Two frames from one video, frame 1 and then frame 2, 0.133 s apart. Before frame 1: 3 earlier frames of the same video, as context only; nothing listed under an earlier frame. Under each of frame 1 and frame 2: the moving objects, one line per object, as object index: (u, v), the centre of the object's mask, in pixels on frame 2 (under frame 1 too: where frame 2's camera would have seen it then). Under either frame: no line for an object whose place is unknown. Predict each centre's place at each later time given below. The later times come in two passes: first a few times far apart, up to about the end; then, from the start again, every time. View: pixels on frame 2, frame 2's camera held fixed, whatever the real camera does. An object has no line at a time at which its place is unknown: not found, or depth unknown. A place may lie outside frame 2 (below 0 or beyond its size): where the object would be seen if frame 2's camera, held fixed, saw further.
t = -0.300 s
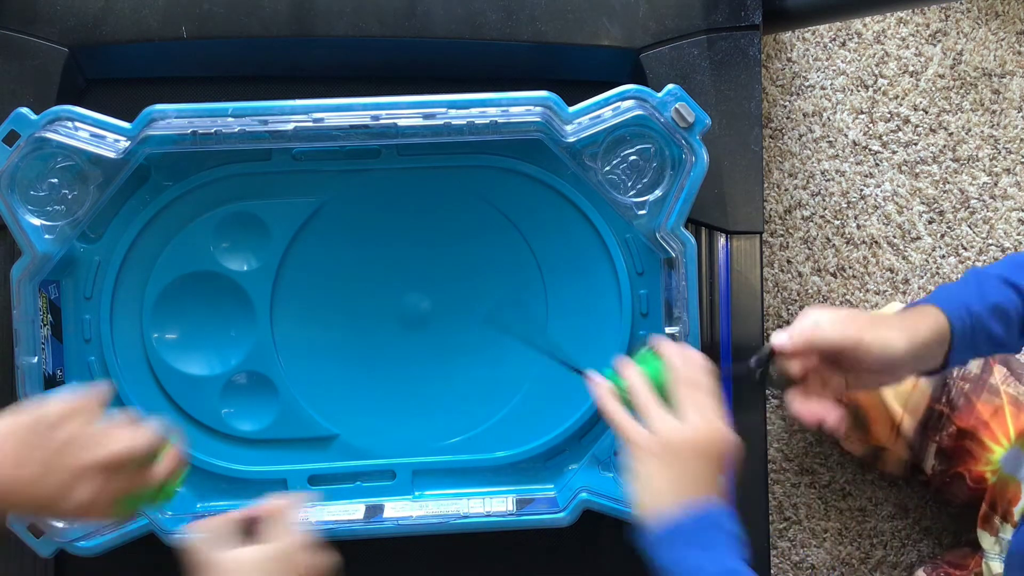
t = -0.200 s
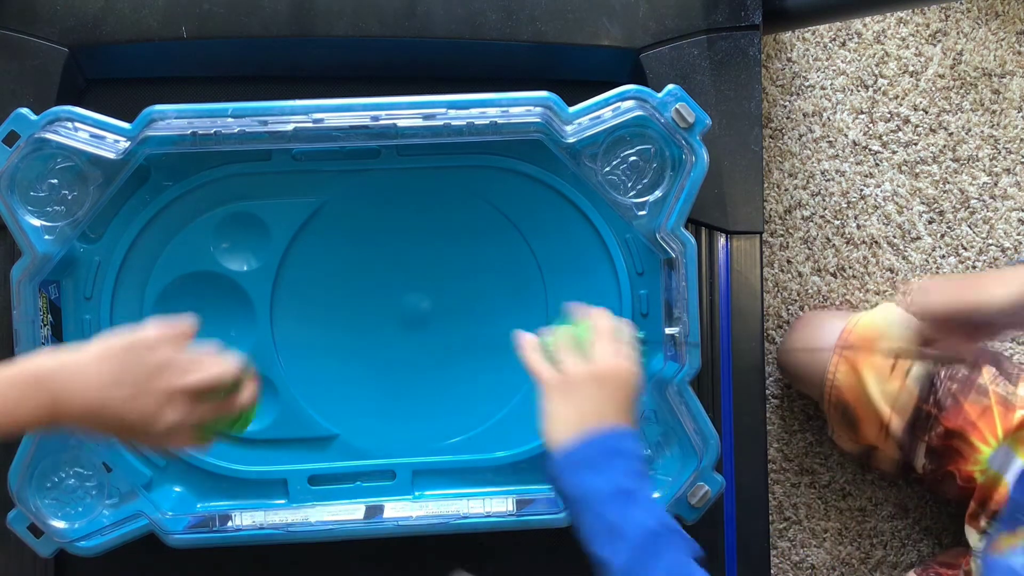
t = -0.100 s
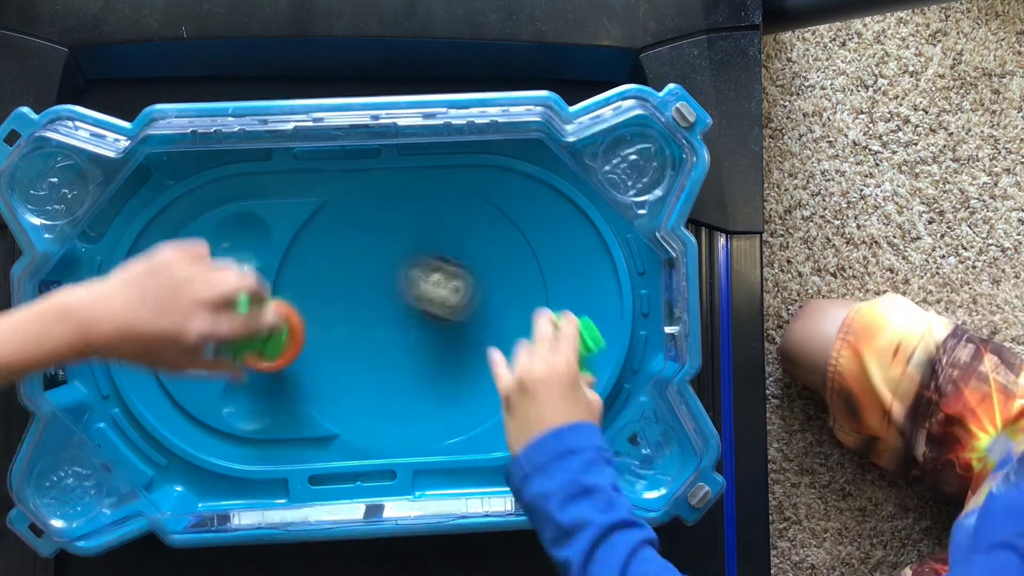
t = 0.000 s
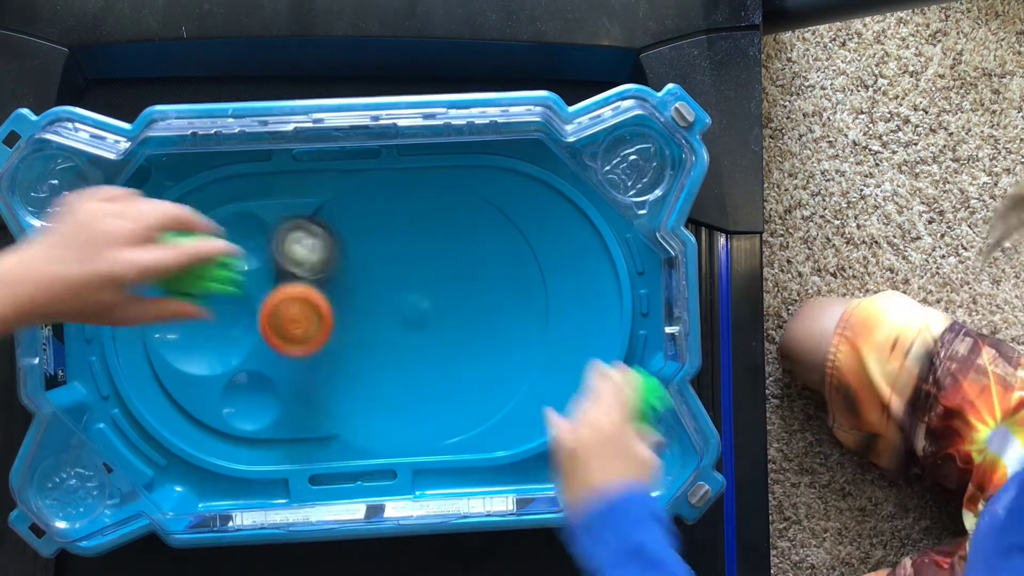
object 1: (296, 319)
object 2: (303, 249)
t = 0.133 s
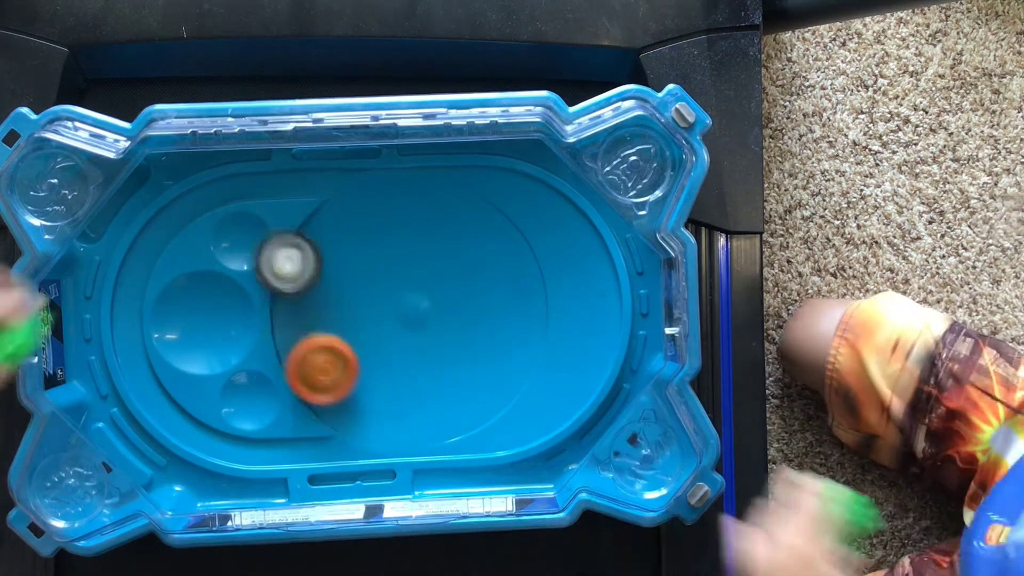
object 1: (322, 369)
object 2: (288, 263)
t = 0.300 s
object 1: (392, 398)
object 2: (327, 343)
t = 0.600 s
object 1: (513, 349)
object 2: (390, 449)
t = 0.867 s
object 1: (520, 382)
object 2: (425, 363)
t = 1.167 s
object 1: (422, 422)
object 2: (328, 337)
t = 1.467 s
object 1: (437, 417)
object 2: (305, 377)
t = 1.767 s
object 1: (431, 408)
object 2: (345, 371)
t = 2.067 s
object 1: (427, 379)
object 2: (369, 290)
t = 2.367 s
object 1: (452, 374)
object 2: (340, 346)
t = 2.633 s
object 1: (527, 356)
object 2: (400, 385)
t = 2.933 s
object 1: (475, 365)
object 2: (426, 310)
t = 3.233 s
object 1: (440, 387)
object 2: (372, 271)
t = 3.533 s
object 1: (409, 348)
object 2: (331, 409)
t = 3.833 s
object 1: (421, 336)
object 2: (518, 377)
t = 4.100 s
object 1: (404, 338)
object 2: (438, 215)
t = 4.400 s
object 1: (391, 349)
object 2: (294, 371)
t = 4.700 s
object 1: (389, 361)
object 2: (496, 424)
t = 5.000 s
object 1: (385, 375)
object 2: (469, 248)
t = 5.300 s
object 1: (398, 381)
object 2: (307, 347)
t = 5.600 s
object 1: (488, 328)
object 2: (383, 451)
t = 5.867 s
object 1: (485, 341)
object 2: (416, 388)
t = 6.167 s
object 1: (464, 367)
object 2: (318, 401)
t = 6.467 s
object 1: (452, 364)
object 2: (359, 380)
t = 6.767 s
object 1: (457, 335)
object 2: (335, 393)
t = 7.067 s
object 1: (499, 287)
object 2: (327, 406)
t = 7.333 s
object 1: (462, 333)
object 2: (389, 388)
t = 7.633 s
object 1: (582, 255)
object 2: (223, 404)
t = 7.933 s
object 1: (463, 341)
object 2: (144, 381)
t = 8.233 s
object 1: (320, 380)
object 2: (131, 363)
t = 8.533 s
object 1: (287, 335)
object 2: (148, 391)
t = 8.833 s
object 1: (379, 324)
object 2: (207, 449)
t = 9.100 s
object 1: (397, 337)
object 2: (304, 454)
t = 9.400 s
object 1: (402, 339)
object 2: (384, 452)
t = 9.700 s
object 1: (403, 339)
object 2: (473, 404)
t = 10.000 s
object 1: (403, 342)
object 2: (477, 319)
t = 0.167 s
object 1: (335, 379)
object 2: (294, 275)
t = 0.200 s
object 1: (349, 387)
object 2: (302, 291)
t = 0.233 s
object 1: (363, 392)
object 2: (309, 307)
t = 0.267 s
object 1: (378, 396)
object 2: (318, 324)
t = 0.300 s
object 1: (392, 398)
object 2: (327, 343)
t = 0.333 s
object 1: (406, 399)
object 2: (335, 361)
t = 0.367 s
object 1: (418, 398)
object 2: (343, 378)
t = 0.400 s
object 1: (428, 396)
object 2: (353, 395)
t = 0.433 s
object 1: (437, 394)
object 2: (363, 408)
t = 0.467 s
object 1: (446, 390)
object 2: (373, 421)
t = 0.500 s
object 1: (468, 378)
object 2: (375, 437)
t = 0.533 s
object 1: (486, 366)
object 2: (378, 450)
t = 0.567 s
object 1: (501, 356)
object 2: (383, 451)
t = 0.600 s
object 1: (513, 349)
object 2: (390, 449)
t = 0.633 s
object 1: (521, 345)
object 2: (398, 445)
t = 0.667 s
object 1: (526, 344)
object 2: (407, 438)
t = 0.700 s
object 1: (527, 345)
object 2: (417, 430)
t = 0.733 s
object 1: (526, 350)
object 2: (427, 421)
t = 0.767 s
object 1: (521, 357)
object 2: (435, 407)
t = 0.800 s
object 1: (514, 366)
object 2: (442, 393)
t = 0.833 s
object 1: (516, 374)
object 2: (436, 377)
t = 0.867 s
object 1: (520, 382)
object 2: (425, 363)
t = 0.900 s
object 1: (518, 390)
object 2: (412, 351)
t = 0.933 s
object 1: (510, 399)
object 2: (398, 341)
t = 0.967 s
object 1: (498, 408)
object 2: (385, 333)
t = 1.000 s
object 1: (484, 415)
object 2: (371, 327)
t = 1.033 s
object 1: (470, 420)
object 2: (360, 324)
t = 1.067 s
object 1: (456, 424)
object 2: (349, 324)
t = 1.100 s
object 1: (444, 425)
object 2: (340, 327)
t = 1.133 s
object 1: (432, 424)
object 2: (333, 331)
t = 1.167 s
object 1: (422, 422)
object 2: (328, 337)
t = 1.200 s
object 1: (414, 420)
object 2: (325, 344)
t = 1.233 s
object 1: (406, 416)
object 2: (324, 351)
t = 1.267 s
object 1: (401, 412)
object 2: (324, 359)
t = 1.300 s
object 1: (397, 408)
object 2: (325, 367)
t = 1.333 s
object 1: (395, 405)
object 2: (326, 375)
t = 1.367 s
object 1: (404, 408)
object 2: (319, 377)
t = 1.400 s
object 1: (418, 412)
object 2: (308, 378)
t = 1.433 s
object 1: (429, 415)
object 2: (302, 379)
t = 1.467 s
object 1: (437, 417)
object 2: (305, 377)
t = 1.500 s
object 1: (443, 418)
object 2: (308, 376)
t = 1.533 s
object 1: (448, 417)
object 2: (312, 376)
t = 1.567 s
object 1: (450, 416)
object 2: (316, 377)
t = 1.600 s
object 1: (450, 415)
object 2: (320, 378)
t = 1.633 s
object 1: (448, 413)
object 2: (323, 378)
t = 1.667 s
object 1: (445, 412)
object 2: (328, 378)
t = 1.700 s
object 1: (441, 410)
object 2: (333, 377)
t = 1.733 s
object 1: (436, 409)
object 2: (338, 375)
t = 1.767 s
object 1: (431, 408)
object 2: (345, 371)
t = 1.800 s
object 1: (427, 406)
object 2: (352, 365)
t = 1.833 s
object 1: (424, 405)
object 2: (359, 358)
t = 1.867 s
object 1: (422, 402)
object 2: (365, 348)
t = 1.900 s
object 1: (420, 399)
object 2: (371, 337)
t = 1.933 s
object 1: (420, 395)
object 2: (374, 327)
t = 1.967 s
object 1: (420, 391)
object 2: (376, 316)
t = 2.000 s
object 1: (422, 387)
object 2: (376, 306)
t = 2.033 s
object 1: (424, 383)
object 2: (373, 297)
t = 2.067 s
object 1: (427, 379)
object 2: (369, 290)
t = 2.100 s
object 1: (430, 377)
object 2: (363, 284)
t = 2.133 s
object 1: (434, 375)
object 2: (355, 281)
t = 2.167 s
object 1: (437, 374)
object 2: (346, 281)
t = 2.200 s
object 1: (441, 373)
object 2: (337, 285)
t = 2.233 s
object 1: (444, 373)
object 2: (330, 293)
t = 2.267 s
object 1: (447, 373)
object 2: (326, 303)
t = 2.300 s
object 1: (450, 374)
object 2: (326, 317)
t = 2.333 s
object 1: (451, 374)
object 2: (331, 332)
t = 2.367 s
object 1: (452, 374)
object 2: (340, 346)
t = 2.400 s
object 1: (453, 373)
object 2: (353, 358)
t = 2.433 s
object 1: (453, 371)
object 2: (369, 368)
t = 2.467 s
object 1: (459, 369)
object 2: (382, 374)
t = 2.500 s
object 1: (483, 365)
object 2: (379, 381)
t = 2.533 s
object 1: (502, 362)
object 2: (380, 386)
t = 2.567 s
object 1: (516, 359)
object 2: (383, 388)
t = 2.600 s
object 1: (524, 357)
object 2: (391, 388)
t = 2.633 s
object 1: (527, 356)
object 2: (400, 385)
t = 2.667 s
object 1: (527, 356)
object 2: (410, 378)
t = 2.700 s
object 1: (523, 357)
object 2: (419, 368)
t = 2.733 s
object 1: (518, 358)
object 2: (426, 355)
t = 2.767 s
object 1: (512, 359)
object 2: (429, 342)
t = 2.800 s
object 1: (506, 360)
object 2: (429, 328)
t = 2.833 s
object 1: (498, 361)
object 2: (427, 317)
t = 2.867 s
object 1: (490, 363)
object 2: (425, 311)
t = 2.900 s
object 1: (483, 364)
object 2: (425, 309)
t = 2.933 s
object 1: (475, 365)
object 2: (426, 310)
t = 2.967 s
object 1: (472, 371)
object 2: (424, 309)
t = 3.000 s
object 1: (472, 380)
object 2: (418, 307)
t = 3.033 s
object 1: (471, 387)
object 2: (413, 302)
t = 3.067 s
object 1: (469, 392)
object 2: (410, 294)
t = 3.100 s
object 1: (464, 395)
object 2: (408, 286)
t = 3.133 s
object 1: (459, 395)
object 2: (402, 279)
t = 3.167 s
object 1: (453, 394)
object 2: (395, 274)
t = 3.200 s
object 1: (446, 391)
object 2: (385, 271)
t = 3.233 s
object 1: (440, 387)
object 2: (372, 271)
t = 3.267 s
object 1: (433, 382)
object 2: (358, 274)
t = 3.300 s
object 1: (427, 377)
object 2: (343, 281)
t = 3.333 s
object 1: (422, 372)
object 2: (328, 293)
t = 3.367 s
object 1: (417, 366)
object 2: (317, 308)
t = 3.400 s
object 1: (414, 361)
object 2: (309, 326)
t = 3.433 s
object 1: (411, 357)
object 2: (306, 348)
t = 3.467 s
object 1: (409, 354)
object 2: (309, 370)
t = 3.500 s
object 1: (409, 350)
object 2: (318, 391)
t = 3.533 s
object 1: (409, 348)
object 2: (331, 409)
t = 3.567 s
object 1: (410, 346)
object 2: (348, 427)
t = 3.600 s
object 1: (411, 345)
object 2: (369, 437)
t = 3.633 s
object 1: (413, 343)
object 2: (392, 444)
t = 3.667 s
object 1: (416, 341)
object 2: (415, 446)
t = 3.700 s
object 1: (418, 339)
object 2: (438, 443)
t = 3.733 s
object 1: (420, 338)
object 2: (463, 434)
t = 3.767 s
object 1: (421, 338)
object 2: (485, 420)
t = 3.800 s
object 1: (421, 337)
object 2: (504, 399)
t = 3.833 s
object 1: (421, 336)
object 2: (518, 377)
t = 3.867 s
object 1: (421, 336)
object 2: (527, 354)
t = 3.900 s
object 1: (419, 336)
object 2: (530, 327)
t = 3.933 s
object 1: (417, 335)
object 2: (528, 302)
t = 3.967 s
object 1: (415, 335)
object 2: (519, 278)
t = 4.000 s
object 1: (413, 336)
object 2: (506, 255)
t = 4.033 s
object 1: (410, 337)
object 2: (486, 237)
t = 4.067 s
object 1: (407, 337)
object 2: (463, 222)
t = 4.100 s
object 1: (404, 338)
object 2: (438, 215)
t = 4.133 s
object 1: (402, 339)
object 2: (408, 213)
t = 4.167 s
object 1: (400, 340)
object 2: (380, 217)
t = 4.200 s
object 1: (398, 341)
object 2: (354, 228)
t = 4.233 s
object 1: (397, 342)
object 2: (330, 243)
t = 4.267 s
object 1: (395, 344)
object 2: (312, 262)
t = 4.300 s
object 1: (394, 345)
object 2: (296, 289)
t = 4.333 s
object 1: (393, 347)
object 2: (288, 314)
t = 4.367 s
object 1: (392, 348)
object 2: (284, 343)
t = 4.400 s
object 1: (391, 349)
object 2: (294, 371)
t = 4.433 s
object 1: (390, 350)
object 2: (313, 395)
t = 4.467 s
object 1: (389, 351)
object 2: (335, 419)
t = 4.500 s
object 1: (388, 352)
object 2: (359, 438)
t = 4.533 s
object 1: (388, 352)
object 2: (382, 453)
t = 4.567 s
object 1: (388, 353)
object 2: (407, 456)
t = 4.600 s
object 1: (389, 355)
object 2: (431, 455)
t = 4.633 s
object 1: (389, 356)
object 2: (457, 448)
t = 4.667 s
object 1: (389, 359)
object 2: (478, 437)
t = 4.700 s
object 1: (389, 361)
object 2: (496, 424)
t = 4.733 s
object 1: (389, 364)
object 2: (510, 409)
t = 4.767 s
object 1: (388, 366)
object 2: (522, 389)
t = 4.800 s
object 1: (388, 368)
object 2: (530, 367)
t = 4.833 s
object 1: (387, 370)
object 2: (532, 342)
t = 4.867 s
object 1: (386, 371)
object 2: (530, 318)
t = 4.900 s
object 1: (386, 372)
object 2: (521, 295)
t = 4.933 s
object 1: (385, 374)
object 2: (508, 277)
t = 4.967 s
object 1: (385, 375)
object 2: (491, 260)
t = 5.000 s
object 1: (385, 375)
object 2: (469, 248)
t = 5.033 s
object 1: (387, 376)
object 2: (447, 243)
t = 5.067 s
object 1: (388, 377)
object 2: (423, 241)
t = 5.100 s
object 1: (390, 378)
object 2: (400, 245)
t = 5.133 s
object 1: (391, 379)
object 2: (376, 254)
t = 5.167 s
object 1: (392, 378)
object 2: (356, 266)
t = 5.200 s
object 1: (394, 378)
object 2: (338, 283)
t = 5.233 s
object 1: (396, 379)
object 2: (324, 301)
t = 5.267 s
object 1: (398, 380)
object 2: (314, 324)
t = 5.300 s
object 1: (398, 381)
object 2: (307, 347)
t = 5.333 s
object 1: (399, 381)
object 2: (307, 370)
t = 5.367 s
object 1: (401, 380)
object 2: (309, 393)
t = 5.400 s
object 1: (403, 381)
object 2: (323, 410)
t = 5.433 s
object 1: (405, 380)
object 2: (343, 423)
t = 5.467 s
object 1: (418, 373)
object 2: (360, 435)
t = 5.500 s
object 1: (440, 359)
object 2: (363, 455)
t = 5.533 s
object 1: (459, 347)
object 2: (368, 458)
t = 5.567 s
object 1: (476, 336)
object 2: (375, 456)
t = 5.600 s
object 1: (488, 328)
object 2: (383, 451)
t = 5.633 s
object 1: (497, 321)
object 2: (392, 442)
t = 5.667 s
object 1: (502, 317)
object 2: (400, 432)
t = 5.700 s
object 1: (503, 316)
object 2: (406, 427)
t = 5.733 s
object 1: (503, 317)
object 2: (413, 420)
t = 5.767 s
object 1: (500, 321)
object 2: (418, 413)
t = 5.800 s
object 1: (496, 326)
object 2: (420, 405)
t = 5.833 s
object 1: (491, 333)
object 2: (419, 395)
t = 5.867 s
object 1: (485, 341)
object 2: (416, 388)
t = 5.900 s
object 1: (478, 349)
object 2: (411, 379)
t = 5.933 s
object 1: (475, 357)
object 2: (399, 372)
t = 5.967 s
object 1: (478, 360)
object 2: (380, 370)
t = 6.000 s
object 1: (478, 363)
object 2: (363, 372)
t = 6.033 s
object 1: (477, 364)
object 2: (346, 375)
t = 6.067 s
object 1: (475, 365)
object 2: (332, 383)
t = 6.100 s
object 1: (471, 366)
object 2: (320, 391)
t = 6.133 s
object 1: (468, 366)
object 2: (315, 399)
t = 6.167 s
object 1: (464, 367)
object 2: (318, 401)
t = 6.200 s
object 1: (460, 367)
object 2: (325, 400)
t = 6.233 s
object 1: (456, 367)
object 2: (334, 399)
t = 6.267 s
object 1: (452, 368)
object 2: (342, 399)
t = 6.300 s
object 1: (449, 368)
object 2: (349, 398)
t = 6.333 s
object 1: (446, 368)
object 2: (354, 397)
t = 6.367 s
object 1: (443, 368)
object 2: (359, 394)
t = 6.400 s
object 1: (440, 368)
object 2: (365, 389)
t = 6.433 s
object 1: (439, 367)
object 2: (369, 384)
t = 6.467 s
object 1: (452, 364)
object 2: (359, 380)
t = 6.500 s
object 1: (463, 361)
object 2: (348, 377)
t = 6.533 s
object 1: (471, 357)
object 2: (338, 376)
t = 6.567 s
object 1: (476, 353)
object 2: (329, 378)
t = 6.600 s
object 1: (478, 350)
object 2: (322, 381)
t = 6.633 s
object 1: (477, 346)
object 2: (317, 386)
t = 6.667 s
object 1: (473, 342)
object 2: (313, 391)
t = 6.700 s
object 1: (469, 339)
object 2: (316, 396)
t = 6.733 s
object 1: (463, 336)
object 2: (325, 395)
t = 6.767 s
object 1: (457, 335)
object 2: (335, 393)
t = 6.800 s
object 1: (450, 334)
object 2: (346, 391)
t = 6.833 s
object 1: (444, 334)
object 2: (357, 385)
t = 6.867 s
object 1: (439, 334)
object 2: (367, 378)
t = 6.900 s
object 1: (440, 331)
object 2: (371, 371)
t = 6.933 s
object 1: (459, 317)
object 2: (358, 374)
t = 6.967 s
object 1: (475, 305)
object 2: (346, 379)
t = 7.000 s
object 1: (487, 295)
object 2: (336, 388)
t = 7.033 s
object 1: (496, 290)
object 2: (330, 396)
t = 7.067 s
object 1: (499, 287)
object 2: (327, 406)
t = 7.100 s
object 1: (499, 287)
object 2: (330, 411)
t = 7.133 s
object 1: (496, 290)
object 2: (337, 414)
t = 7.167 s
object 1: (492, 295)
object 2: (344, 416)
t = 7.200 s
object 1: (488, 301)
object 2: (351, 416)
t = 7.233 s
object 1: (482, 308)
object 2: (362, 412)
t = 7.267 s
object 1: (476, 316)
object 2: (371, 407)
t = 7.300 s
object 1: (469, 325)
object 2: (380, 399)
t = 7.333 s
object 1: (462, 333)
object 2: (389, 388)
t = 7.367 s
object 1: (455, 340)
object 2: (396, 376)
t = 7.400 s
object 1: (485, 325)
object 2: (367, 382)
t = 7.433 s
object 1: (524, 303)
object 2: (332, 396)
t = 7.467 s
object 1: (551, 284)
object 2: (308, 403)
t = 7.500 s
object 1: (570, 269)
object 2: (291, 406)
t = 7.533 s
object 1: (587, 256)
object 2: (275, 407)
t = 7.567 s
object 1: (593, 249)
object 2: (257, 408)
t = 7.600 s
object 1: (589, 250)
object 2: (240, 405)
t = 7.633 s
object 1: (582, 255)
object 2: (223, 404)
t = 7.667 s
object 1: (575, 261)
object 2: (211, 404)
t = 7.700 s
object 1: (565, 268)
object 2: (199, 405)
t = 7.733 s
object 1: (554, 276)
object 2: (185, 405)
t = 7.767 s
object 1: (542, 285)
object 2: (168, 404)
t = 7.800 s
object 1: (529, 296)
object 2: (151, 404)
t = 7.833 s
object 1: (513, 307)
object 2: (143, 400)
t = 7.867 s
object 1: (496, 318)
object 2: (143, 392)
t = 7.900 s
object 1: (480, 330)
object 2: (146, 385)
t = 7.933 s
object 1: (463, 341)
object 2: (144, 381)
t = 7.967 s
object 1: (446, 352)
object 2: (138, 380)
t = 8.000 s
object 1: (429, 360)
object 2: (136, 378)
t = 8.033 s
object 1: (413, 367)
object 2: (137, 376)
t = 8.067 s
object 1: (396, 372)
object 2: (138, 373)
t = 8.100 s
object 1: (379, 375)
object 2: (138, 372)
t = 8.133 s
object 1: (363, 377)
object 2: (138, 370)
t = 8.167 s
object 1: (348, 378)
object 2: (135, 367)
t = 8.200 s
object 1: (334, 379)
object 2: (131, 365)
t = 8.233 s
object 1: (320, 380)
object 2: (131, 363)
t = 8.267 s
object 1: (307, 381)
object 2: (133, 364)
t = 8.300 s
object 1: (297, 380)
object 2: (135, 365)
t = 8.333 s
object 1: (292, 377)
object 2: (132, 368)
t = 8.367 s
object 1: (288, 372)
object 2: (135, 369)
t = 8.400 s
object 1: (284, 366)
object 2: (137, 372)
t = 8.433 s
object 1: (282, 359)
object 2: (137, 375)
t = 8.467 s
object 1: (281, 351)
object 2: (141, 380)
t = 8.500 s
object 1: (282, 342)
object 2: (142, 385)
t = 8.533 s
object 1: (287, 335)
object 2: (148, 391)
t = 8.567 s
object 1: (297, 328)
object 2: (151, 398)
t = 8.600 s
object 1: (309, 323)
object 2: (156, 405)
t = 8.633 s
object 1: (320, 320)
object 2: (162, 412)
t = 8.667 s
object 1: (332, 317)
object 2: (166, 421)
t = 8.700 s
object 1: (344, 317)
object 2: (173, 426)
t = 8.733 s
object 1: (354, 318)
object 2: (183, 430)
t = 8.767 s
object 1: (363, 319)
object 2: (191, 437)
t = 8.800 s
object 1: (372, 321)
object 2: (198, 446)
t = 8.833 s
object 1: (379, 324)
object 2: (207, 449)
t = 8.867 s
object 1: (384, 326)
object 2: (220, 449)
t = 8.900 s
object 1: (388, 329)
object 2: (232, 452)
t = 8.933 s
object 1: (391, 331)
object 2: (243, 457)
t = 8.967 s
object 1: (393, 333)
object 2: (255, 457)
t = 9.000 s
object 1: (394, 334)
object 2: (266, 458)
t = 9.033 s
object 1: (396, 335)
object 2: (280, 458)
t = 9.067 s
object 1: (396, 336)
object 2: (292, 457)
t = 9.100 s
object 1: (397, 337)
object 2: (304, 454)
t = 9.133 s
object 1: (398, 338)
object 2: (316, 454)
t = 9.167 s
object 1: (399, 338)
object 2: (327, 454)
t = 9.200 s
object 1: (399, 338)
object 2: (334, 453)
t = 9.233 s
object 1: (400, 339)
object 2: (340, 452)
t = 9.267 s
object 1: (400, 339)
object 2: (347, 451)
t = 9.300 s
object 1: (400, 339)
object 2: (354, 452)
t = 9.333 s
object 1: (401, 339)
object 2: (364, 453)
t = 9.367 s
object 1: (401, 339)
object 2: (373, 454)
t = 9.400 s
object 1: (402, 339)
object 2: (384, 452)
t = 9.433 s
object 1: (403, 340)
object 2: (394, 447)
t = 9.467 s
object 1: (403, 340)
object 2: (404, 445)
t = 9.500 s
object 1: (403, 339)
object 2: (417, 441)
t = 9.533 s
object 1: (403, 339)
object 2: (427, 436)
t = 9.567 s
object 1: (403, 339)
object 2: (438, 432)
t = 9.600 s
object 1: (403, 339)
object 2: (449, 426)
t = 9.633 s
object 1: (404, 339)
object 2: (457, 419)
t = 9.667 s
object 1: (404, 340)
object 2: (466, 411)
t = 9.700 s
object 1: (403, 339)
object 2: (473, 404)
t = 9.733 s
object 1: (404, 340)
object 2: (479, 394)
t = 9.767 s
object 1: (404, 340)
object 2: (484, 385)
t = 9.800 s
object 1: (404, 340)
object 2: (488, 376)
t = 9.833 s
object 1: (404, 340)
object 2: (491, 366)
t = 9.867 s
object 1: (404, 341)
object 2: (490, 355)
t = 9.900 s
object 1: (404, 341)
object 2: (490, 346)
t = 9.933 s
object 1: (404, 341)
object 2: (487, 336)
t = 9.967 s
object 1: (404, 342)
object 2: (483, 325)
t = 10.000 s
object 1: (403, 342)
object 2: (477, 319)
